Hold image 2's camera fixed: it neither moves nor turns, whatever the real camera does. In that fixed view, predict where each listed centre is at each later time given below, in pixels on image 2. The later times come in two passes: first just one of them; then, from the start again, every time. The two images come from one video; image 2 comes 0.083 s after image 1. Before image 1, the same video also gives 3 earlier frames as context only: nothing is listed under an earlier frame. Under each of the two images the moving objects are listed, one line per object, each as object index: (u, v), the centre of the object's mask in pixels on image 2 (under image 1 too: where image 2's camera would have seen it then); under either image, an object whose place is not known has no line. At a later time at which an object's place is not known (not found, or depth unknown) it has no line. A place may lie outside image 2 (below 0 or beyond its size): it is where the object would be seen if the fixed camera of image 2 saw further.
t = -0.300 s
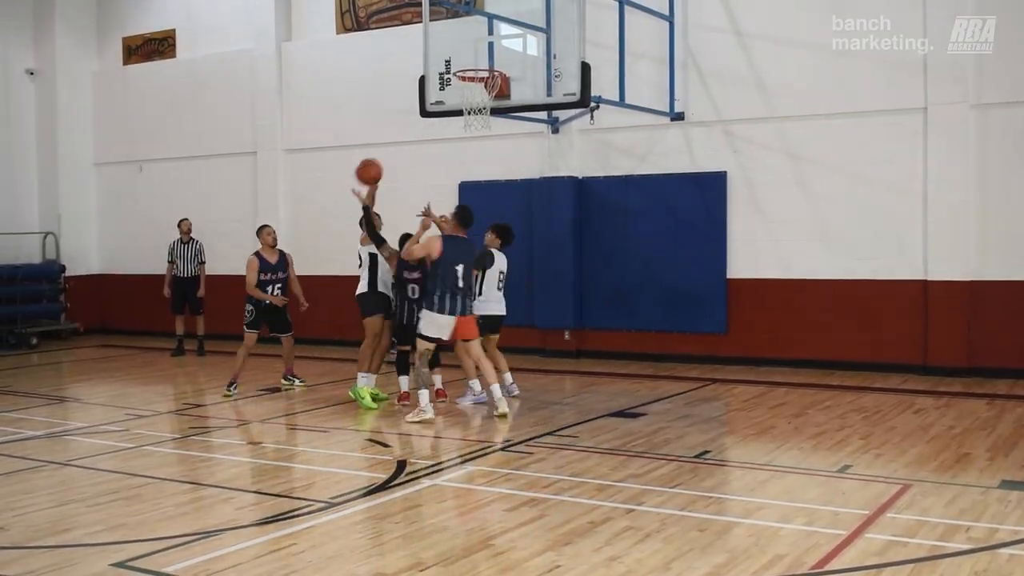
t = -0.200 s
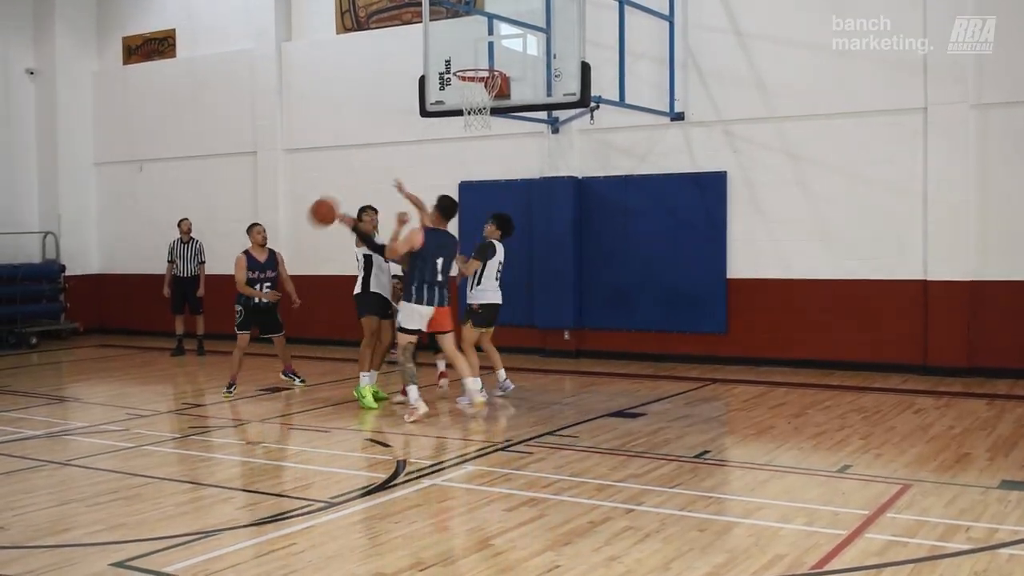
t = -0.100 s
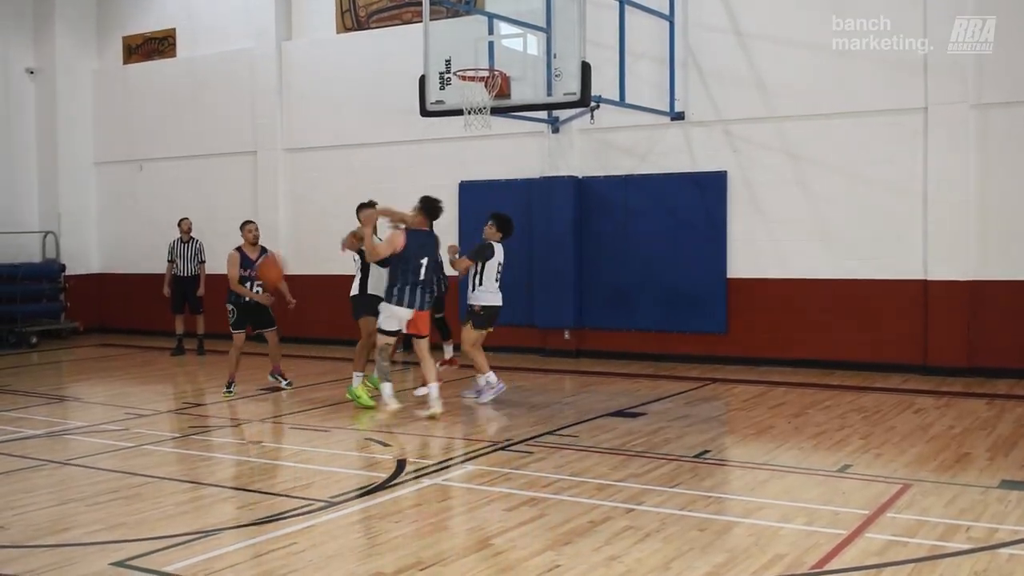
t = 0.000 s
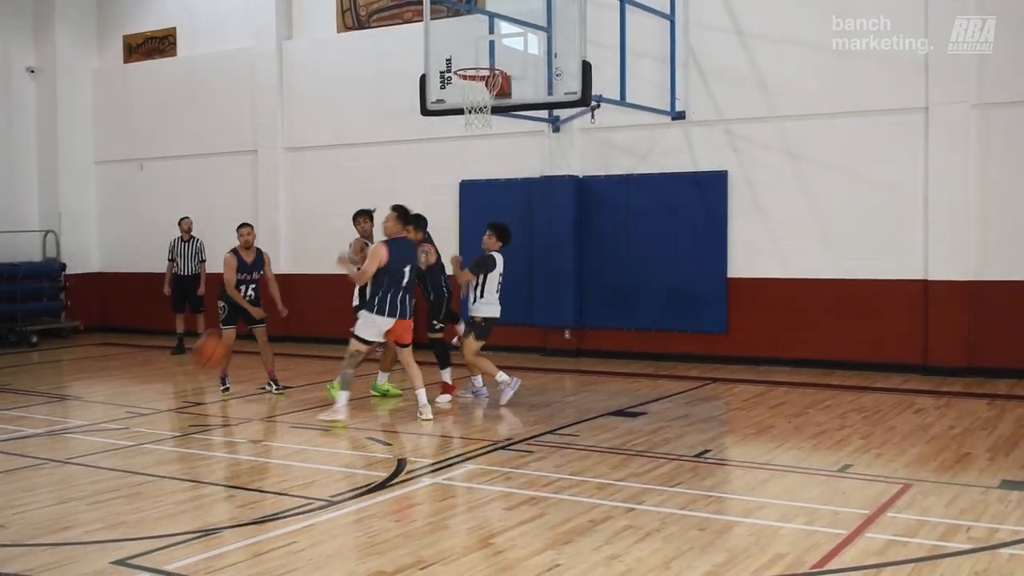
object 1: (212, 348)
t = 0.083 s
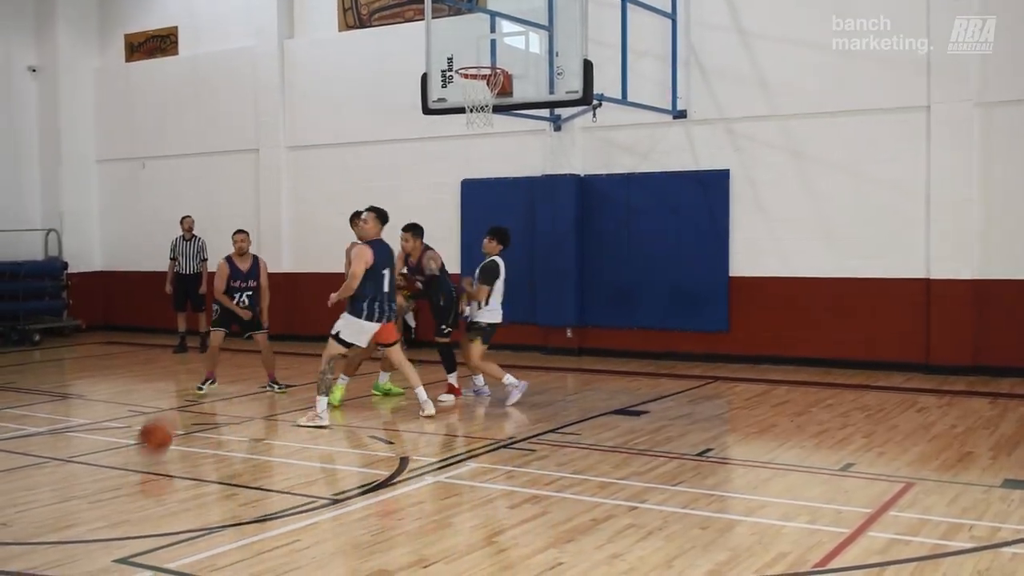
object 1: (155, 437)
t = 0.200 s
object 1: (112, 383)
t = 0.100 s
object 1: (146, 448)
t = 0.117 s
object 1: (140, 437)
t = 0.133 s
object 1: (135, 425)
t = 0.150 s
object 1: (129, 414)
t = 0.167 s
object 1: (123, 403)
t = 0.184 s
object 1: (118, 392)
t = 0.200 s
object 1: (112, 383)
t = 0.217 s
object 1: (107, 373)
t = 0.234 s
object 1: (102, 362)
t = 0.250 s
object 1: (96, 352)
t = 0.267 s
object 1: (91, 342)
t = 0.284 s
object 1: (86, 333)
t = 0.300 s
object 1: (82, 325)
